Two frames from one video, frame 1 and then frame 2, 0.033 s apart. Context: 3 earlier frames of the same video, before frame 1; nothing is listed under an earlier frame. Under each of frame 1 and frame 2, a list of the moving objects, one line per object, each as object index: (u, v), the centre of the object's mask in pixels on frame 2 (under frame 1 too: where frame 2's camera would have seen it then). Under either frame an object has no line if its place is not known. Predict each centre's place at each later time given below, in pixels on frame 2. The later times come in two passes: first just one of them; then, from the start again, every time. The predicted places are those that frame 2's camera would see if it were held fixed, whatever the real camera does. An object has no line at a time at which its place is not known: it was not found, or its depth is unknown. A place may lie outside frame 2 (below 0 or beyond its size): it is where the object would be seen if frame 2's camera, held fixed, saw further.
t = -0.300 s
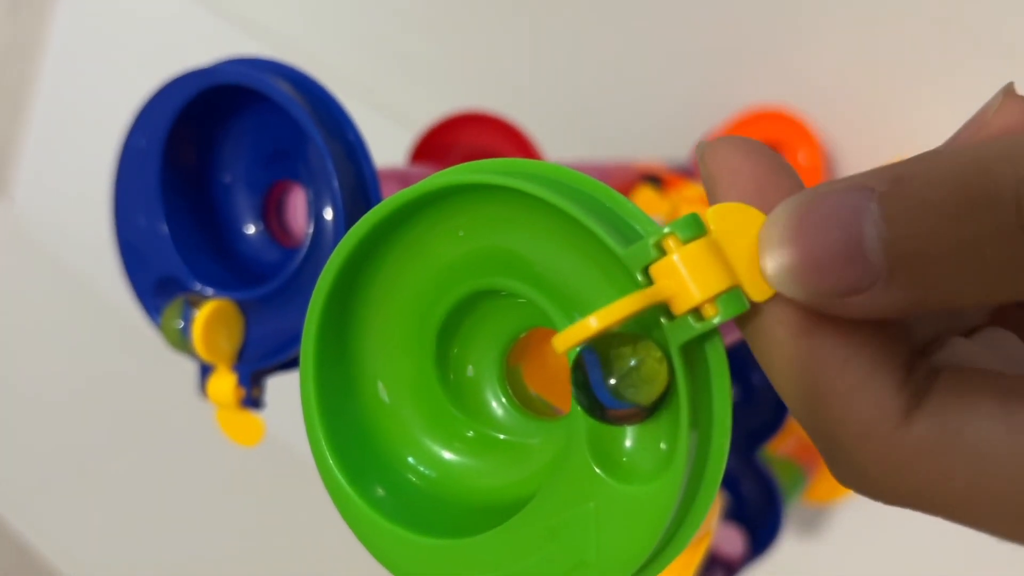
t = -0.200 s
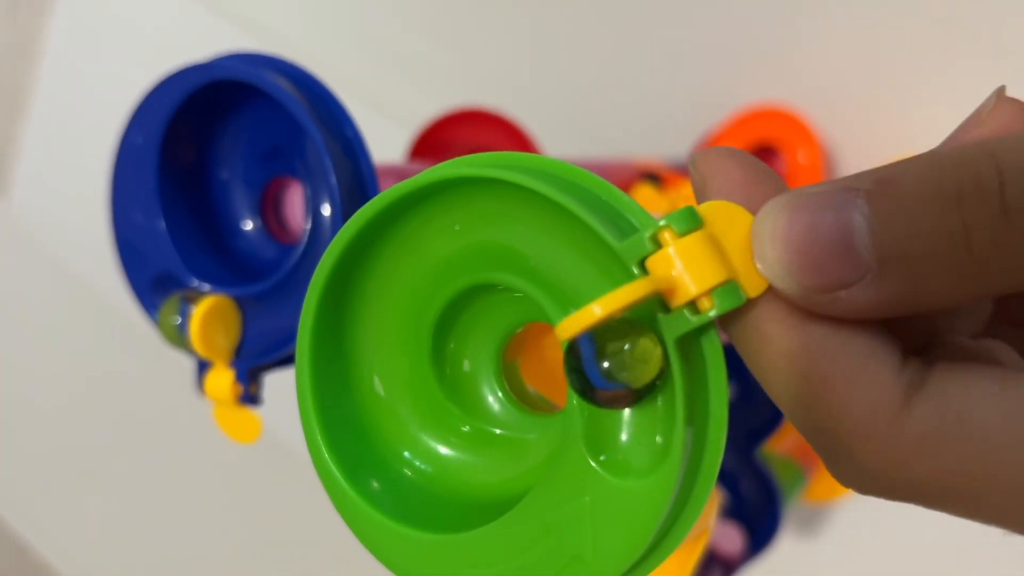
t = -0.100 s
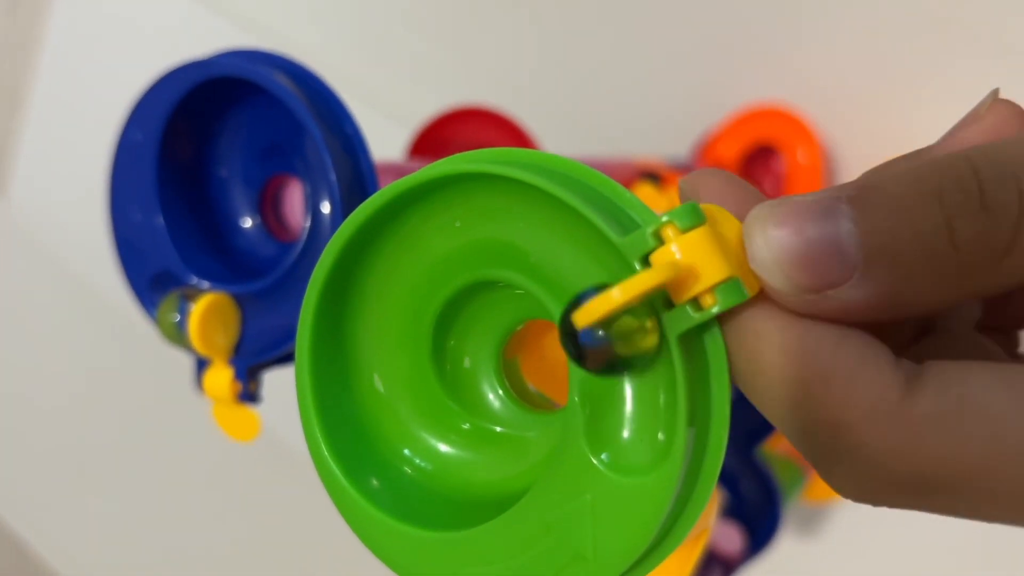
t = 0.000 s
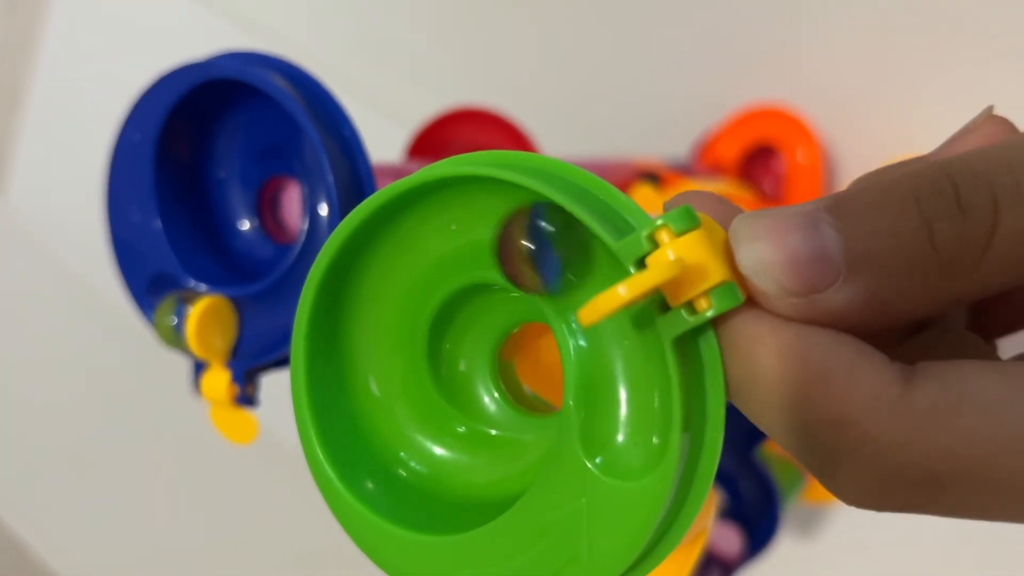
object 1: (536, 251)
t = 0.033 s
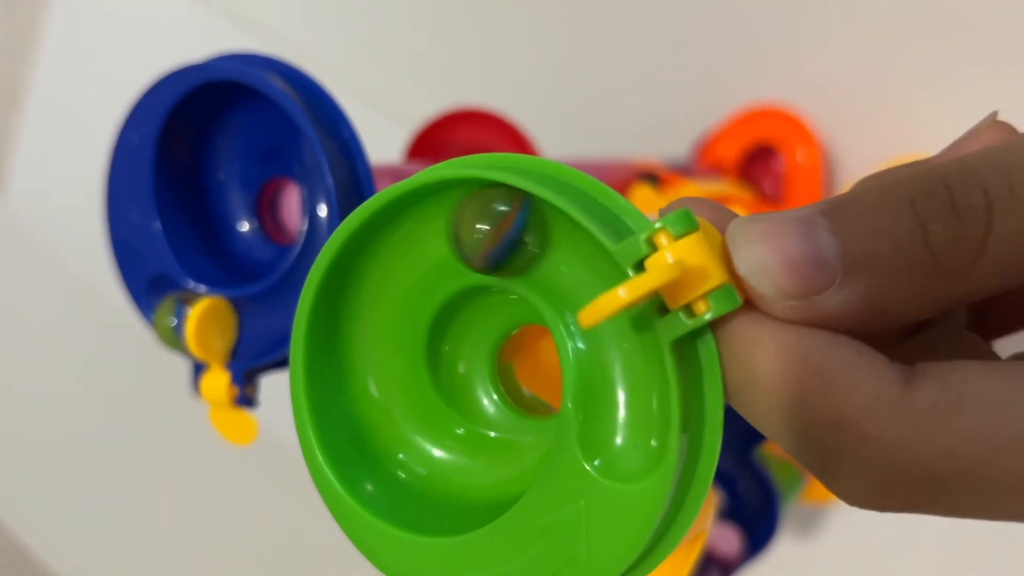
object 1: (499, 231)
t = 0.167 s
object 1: (368, 346)
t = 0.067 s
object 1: (451, 233)
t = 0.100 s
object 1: (412, 254)
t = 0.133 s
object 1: (379, 292)
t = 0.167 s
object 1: (368, 346)
